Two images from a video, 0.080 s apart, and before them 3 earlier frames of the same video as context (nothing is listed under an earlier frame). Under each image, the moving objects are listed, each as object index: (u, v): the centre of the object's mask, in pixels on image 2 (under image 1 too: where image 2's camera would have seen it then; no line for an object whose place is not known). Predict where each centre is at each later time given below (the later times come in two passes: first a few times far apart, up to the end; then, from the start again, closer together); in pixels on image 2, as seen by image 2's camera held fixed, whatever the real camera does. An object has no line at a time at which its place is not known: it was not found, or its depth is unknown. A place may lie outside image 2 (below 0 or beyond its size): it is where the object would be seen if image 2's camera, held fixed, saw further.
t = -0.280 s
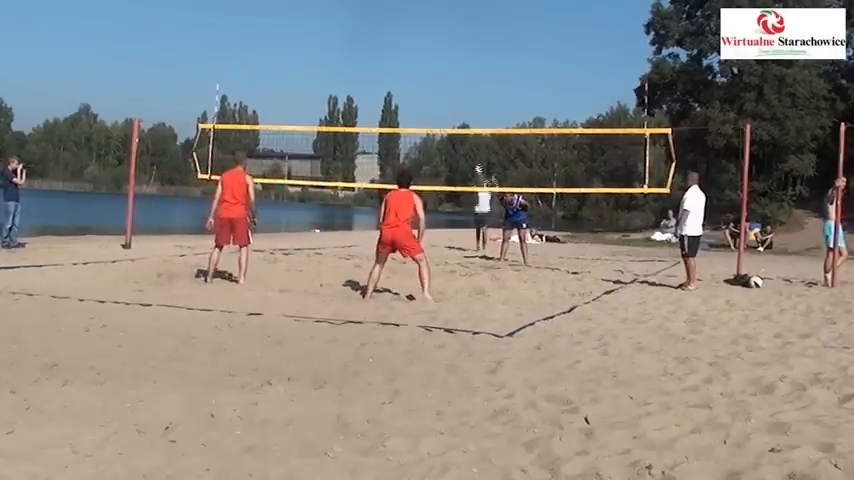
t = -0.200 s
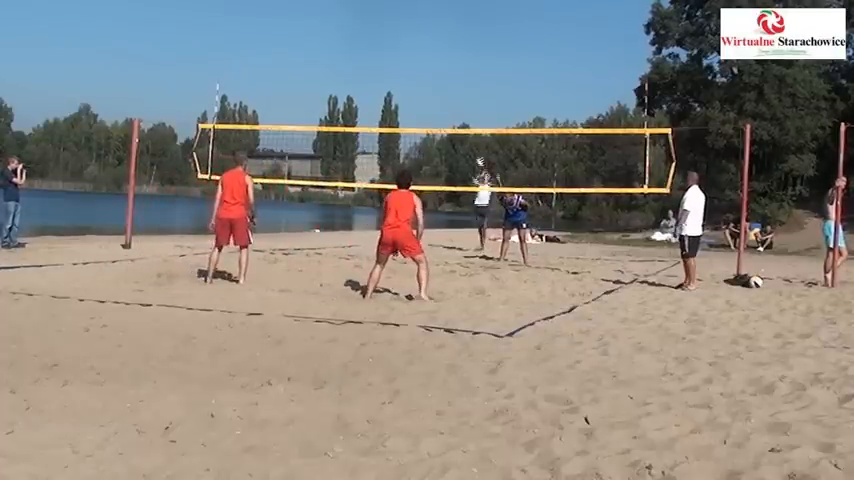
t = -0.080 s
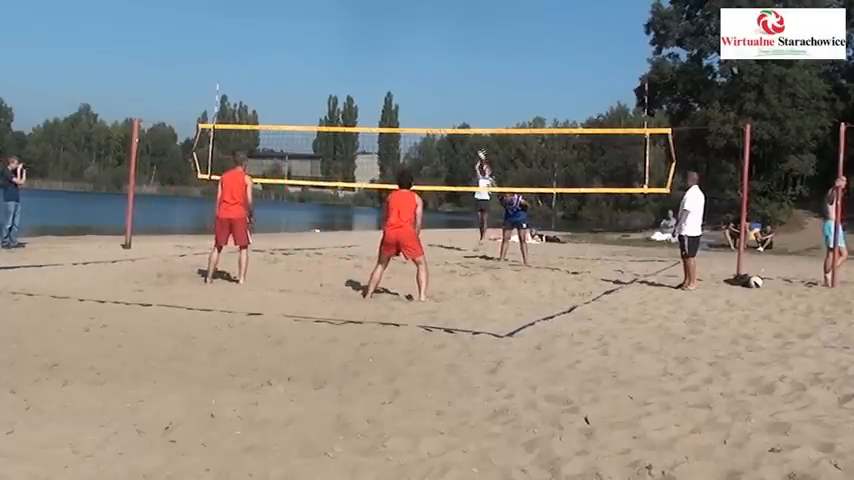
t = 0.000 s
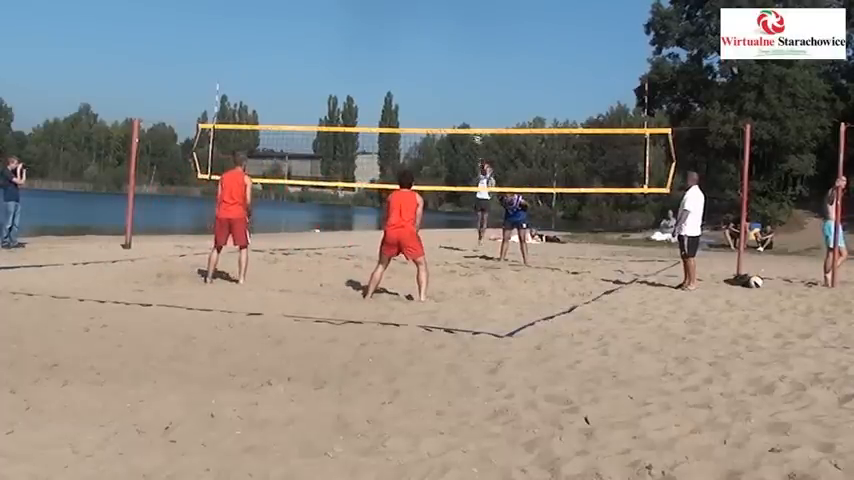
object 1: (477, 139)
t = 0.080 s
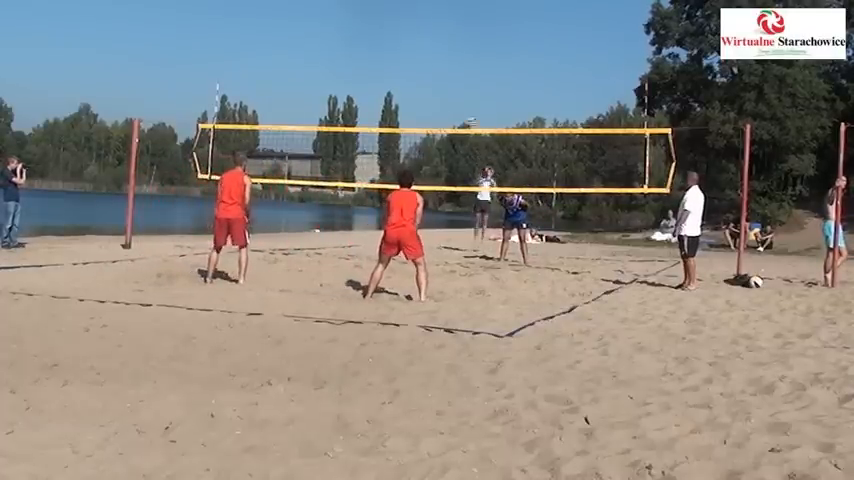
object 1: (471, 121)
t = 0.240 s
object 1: (461, 100)
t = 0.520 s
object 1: (438, 86)
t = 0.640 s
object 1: (428, 93)
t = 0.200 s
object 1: (464, 105)
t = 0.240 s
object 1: (461, 100)
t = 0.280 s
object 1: (457, 95)
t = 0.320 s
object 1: (454, 92)
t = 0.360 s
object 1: (451, 89)
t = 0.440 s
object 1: (445, 86)
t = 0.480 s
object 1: (441, 86)
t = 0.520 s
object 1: (438, 86)
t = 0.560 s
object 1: (435, 88)
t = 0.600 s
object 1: (431, 90)
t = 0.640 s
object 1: (428, 93)
